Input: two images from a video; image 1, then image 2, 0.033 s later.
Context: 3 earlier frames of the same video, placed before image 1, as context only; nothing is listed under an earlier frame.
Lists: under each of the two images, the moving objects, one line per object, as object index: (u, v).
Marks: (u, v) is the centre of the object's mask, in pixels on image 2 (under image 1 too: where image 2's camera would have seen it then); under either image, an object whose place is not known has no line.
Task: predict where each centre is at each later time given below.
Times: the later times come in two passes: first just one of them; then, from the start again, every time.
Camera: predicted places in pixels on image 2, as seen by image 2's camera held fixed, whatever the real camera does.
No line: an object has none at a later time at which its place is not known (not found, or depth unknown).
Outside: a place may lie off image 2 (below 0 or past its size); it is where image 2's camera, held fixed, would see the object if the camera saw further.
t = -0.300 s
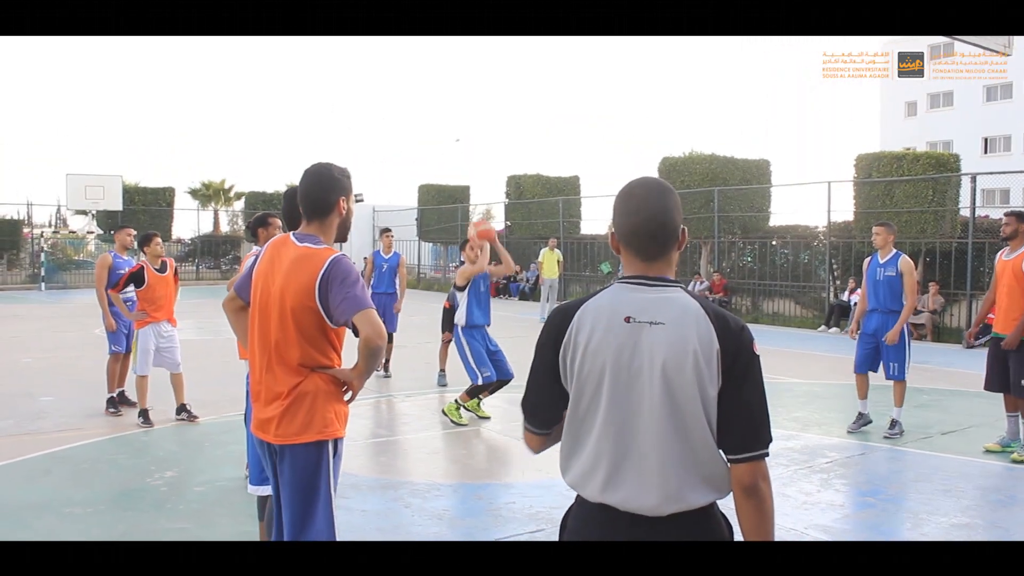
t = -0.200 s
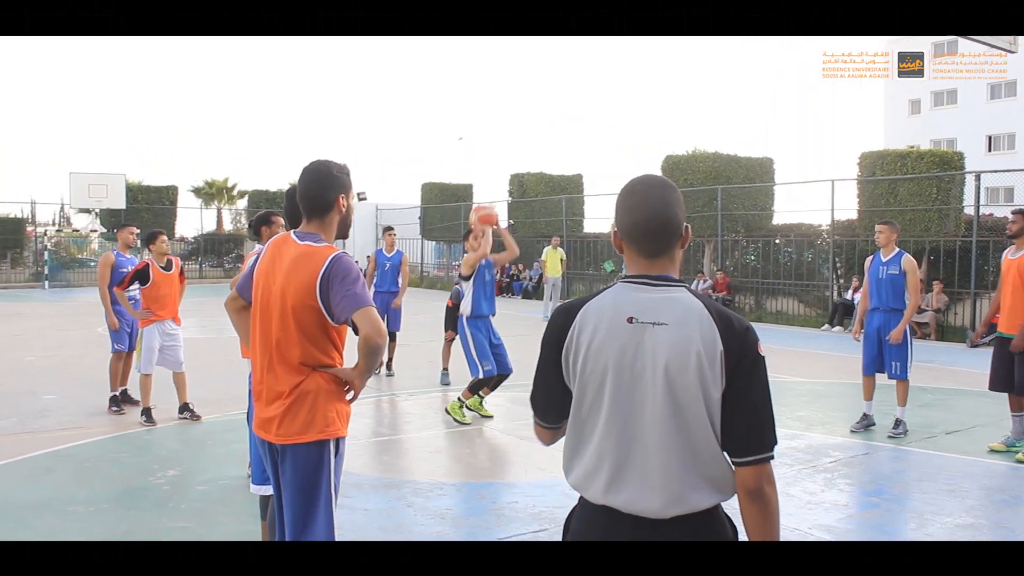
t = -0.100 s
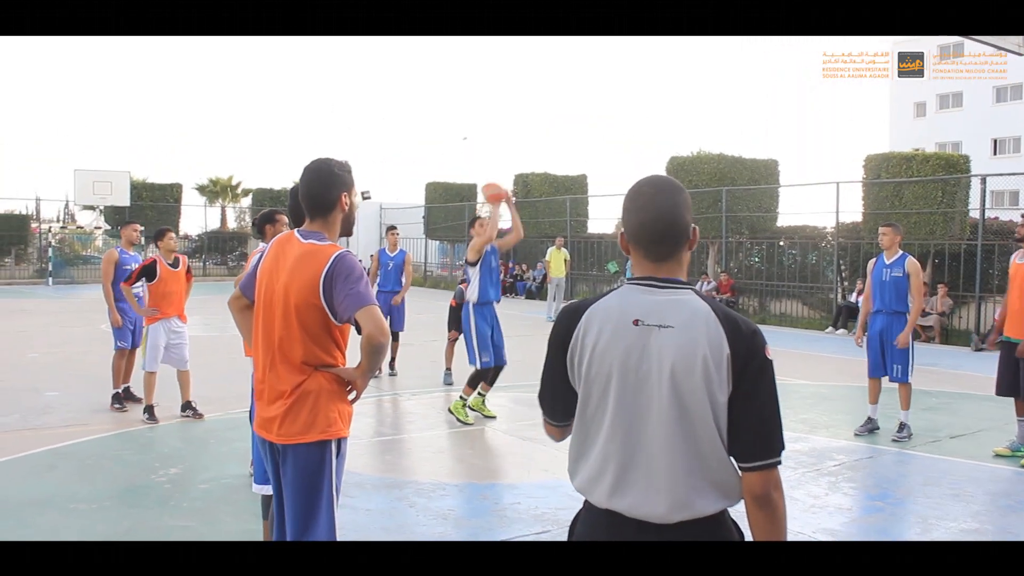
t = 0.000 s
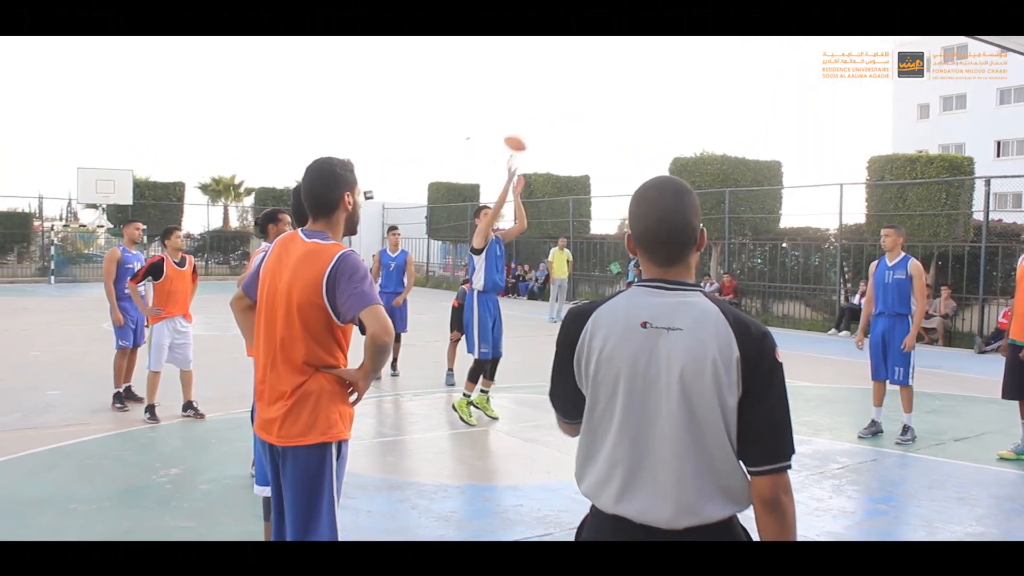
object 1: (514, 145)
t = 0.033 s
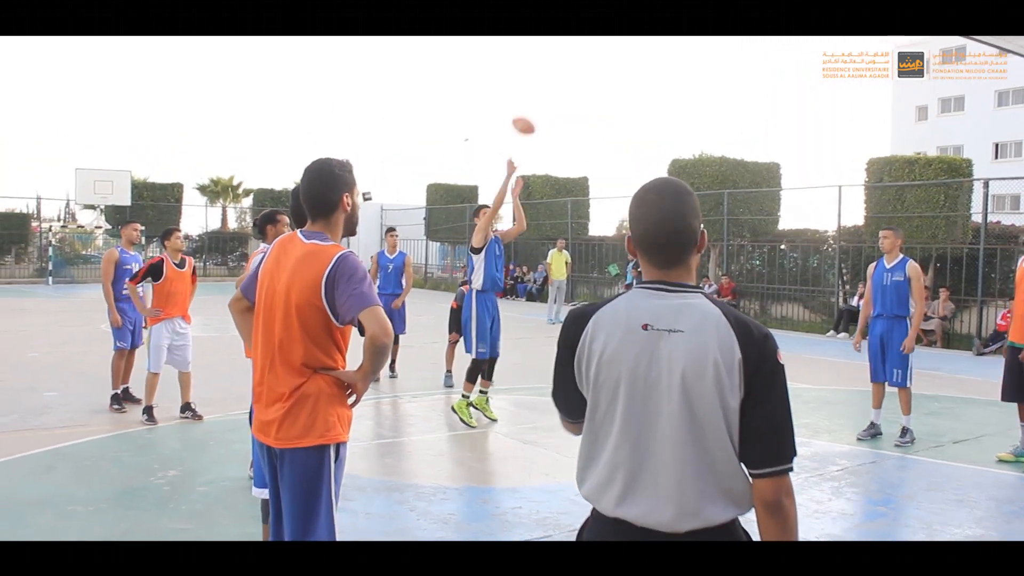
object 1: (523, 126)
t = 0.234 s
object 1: (586, 29)
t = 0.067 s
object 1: (533, 108)
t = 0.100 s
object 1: (543, 90)
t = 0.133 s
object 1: (554, 72)
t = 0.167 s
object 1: (564, 56)
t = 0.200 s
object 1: (575, 41)
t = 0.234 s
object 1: (586, 29)
